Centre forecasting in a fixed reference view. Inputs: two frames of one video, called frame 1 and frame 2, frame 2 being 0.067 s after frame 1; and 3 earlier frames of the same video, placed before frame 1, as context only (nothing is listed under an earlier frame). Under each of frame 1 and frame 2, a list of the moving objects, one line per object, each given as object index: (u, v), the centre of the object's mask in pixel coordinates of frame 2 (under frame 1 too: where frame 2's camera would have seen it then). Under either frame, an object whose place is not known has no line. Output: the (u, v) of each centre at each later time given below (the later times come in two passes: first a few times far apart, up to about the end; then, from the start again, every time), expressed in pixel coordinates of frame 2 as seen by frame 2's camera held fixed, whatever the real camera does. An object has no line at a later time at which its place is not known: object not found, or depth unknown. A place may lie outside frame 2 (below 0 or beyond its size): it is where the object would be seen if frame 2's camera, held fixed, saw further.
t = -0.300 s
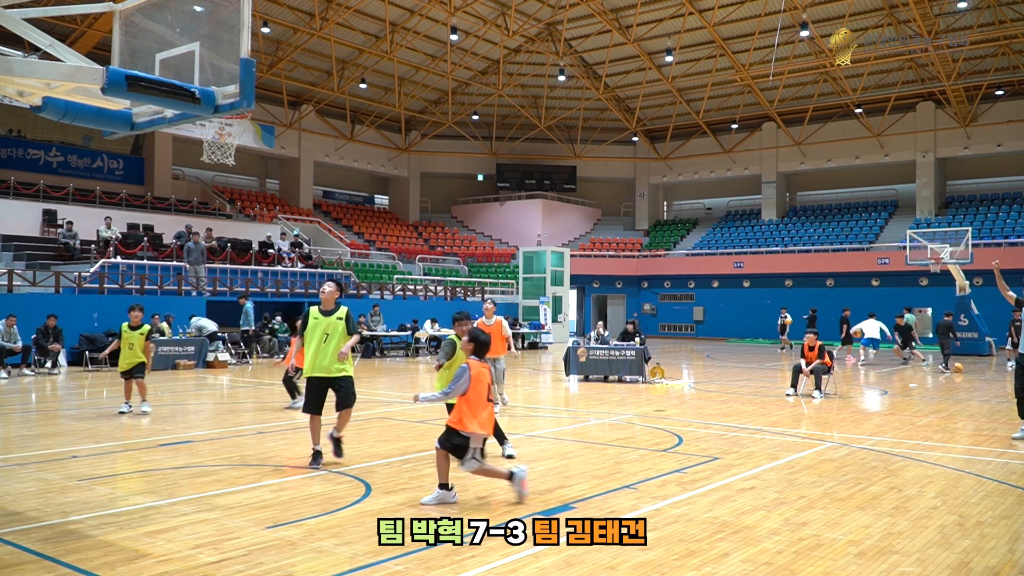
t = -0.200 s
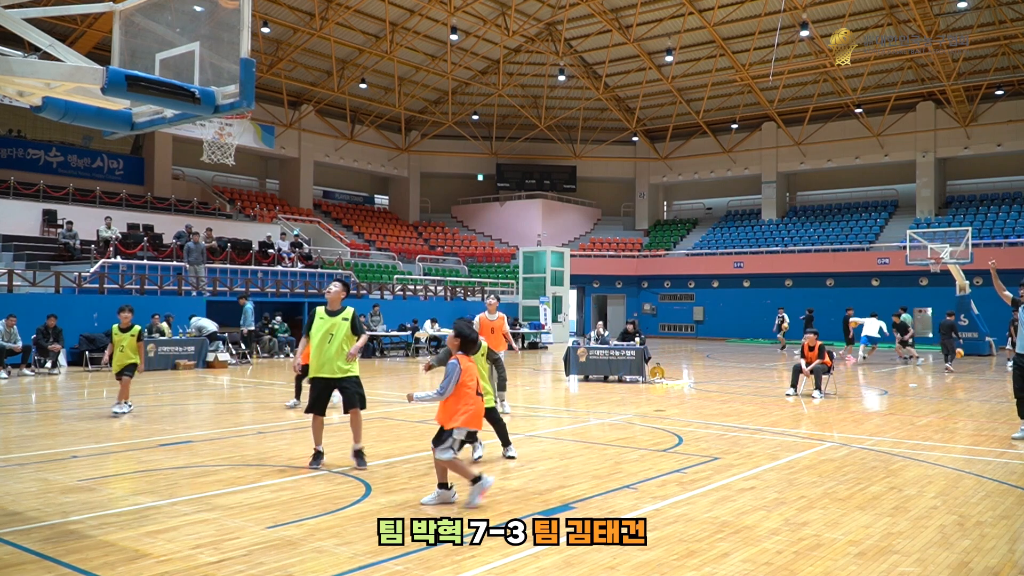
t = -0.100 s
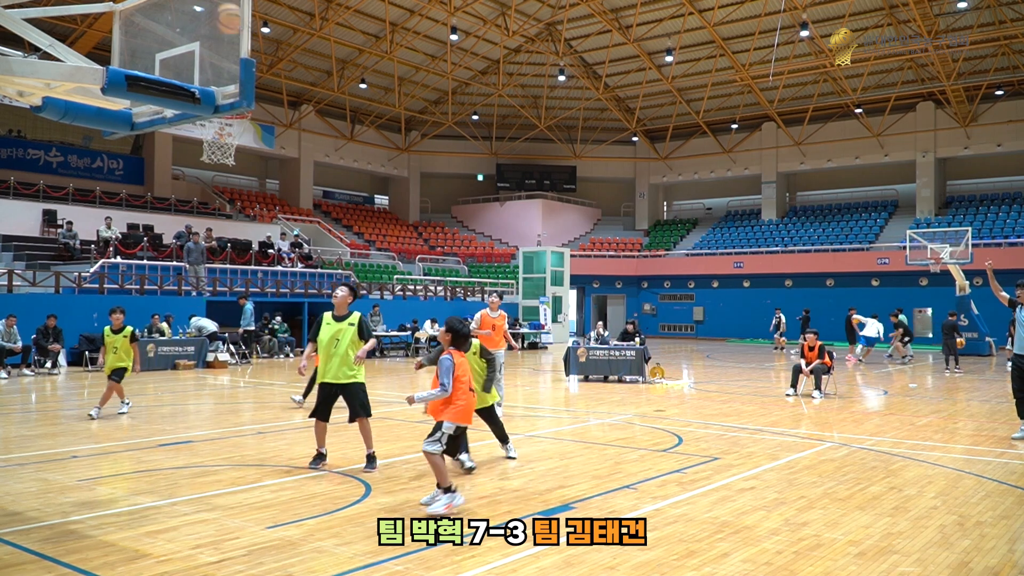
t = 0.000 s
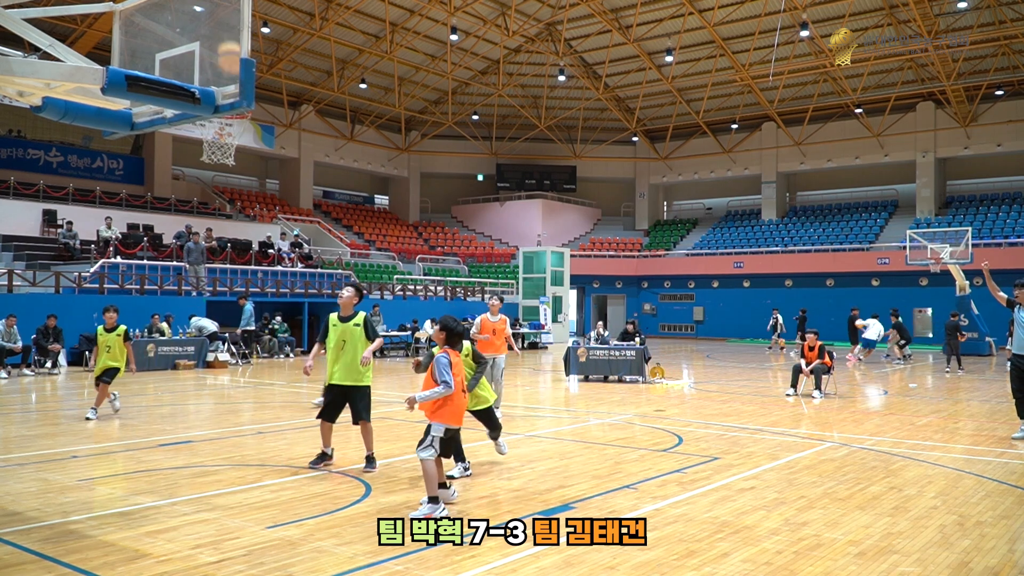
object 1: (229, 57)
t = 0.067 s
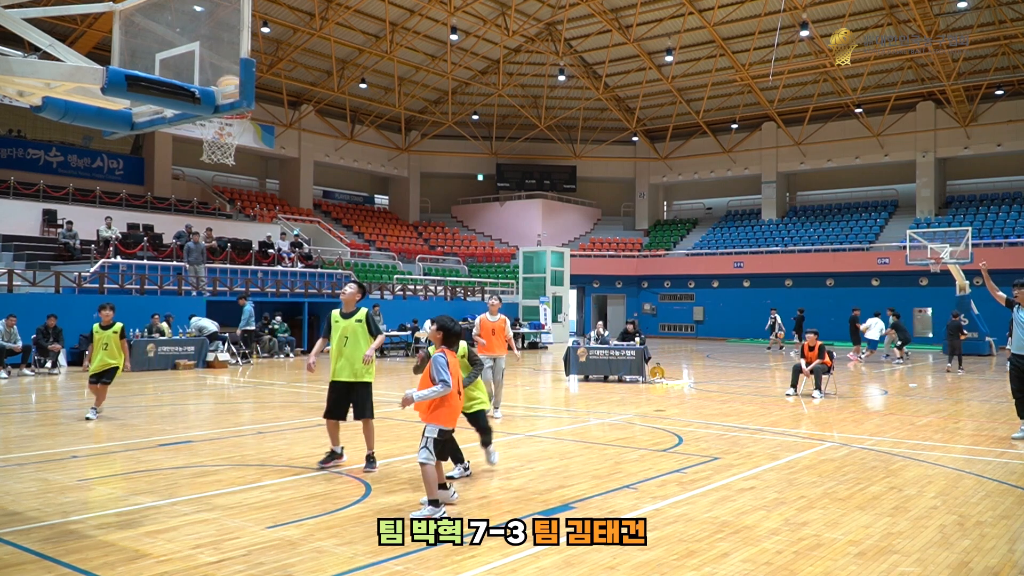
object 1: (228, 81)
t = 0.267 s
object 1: (261, 16)
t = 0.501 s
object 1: (317, 11)
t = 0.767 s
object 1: (387, 87)
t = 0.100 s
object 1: (229, 73)
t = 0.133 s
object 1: (231, 61)
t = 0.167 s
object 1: (236, 45)
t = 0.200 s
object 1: (239, 32)
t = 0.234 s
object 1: (256, 23)
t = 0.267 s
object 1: (261, 16)
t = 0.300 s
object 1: (266, 12)
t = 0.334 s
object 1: (273, 10)
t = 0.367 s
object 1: (282, 9)
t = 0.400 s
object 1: (292, 8)
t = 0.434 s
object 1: (300, 8)
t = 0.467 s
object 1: (308, 9)
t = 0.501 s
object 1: (317, 11)
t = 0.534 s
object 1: (326, 14)
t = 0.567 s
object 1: (335, 18)
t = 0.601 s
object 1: (343, 26)
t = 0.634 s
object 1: (352, 35)
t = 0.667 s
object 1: (361, 45)
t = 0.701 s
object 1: (369, 58)
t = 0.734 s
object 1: (378, 71)
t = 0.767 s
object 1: (387, 87)
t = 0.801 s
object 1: (396, 104)
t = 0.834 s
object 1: (404, 123)
